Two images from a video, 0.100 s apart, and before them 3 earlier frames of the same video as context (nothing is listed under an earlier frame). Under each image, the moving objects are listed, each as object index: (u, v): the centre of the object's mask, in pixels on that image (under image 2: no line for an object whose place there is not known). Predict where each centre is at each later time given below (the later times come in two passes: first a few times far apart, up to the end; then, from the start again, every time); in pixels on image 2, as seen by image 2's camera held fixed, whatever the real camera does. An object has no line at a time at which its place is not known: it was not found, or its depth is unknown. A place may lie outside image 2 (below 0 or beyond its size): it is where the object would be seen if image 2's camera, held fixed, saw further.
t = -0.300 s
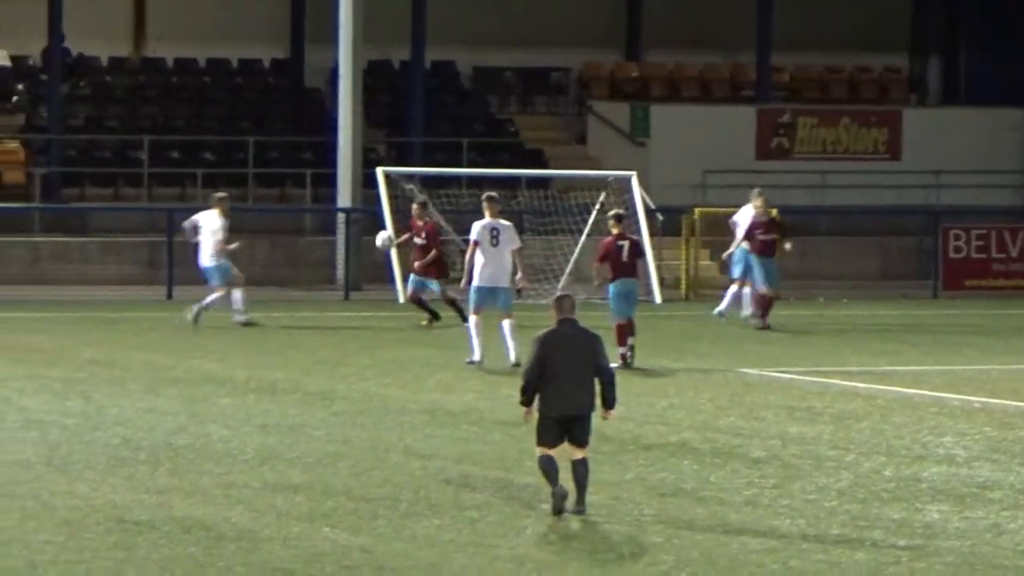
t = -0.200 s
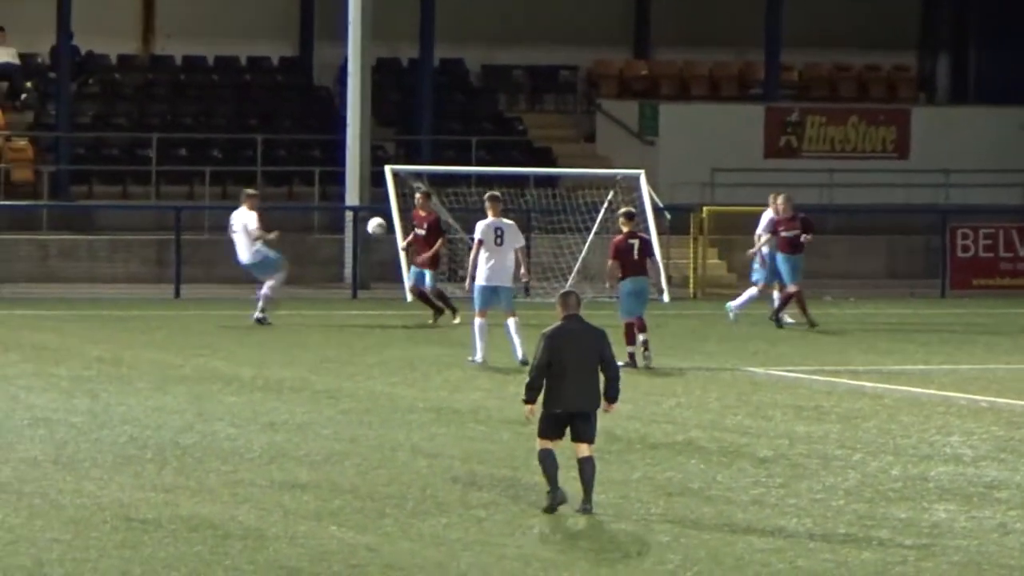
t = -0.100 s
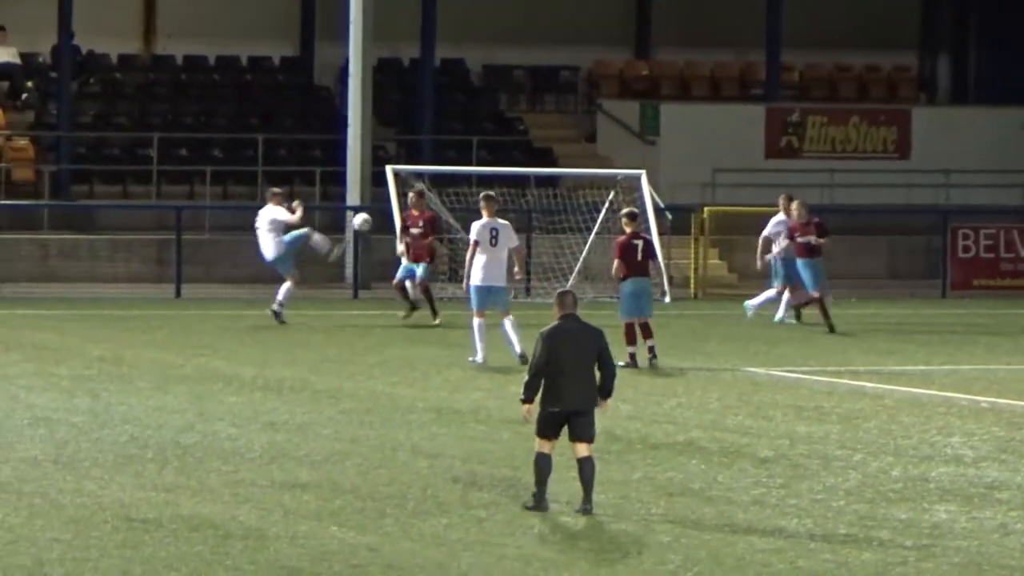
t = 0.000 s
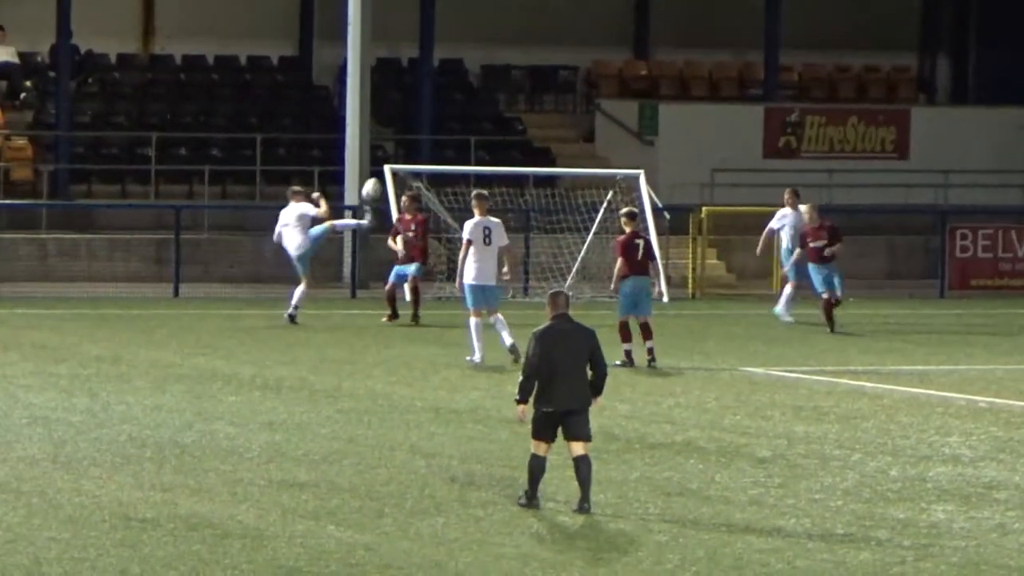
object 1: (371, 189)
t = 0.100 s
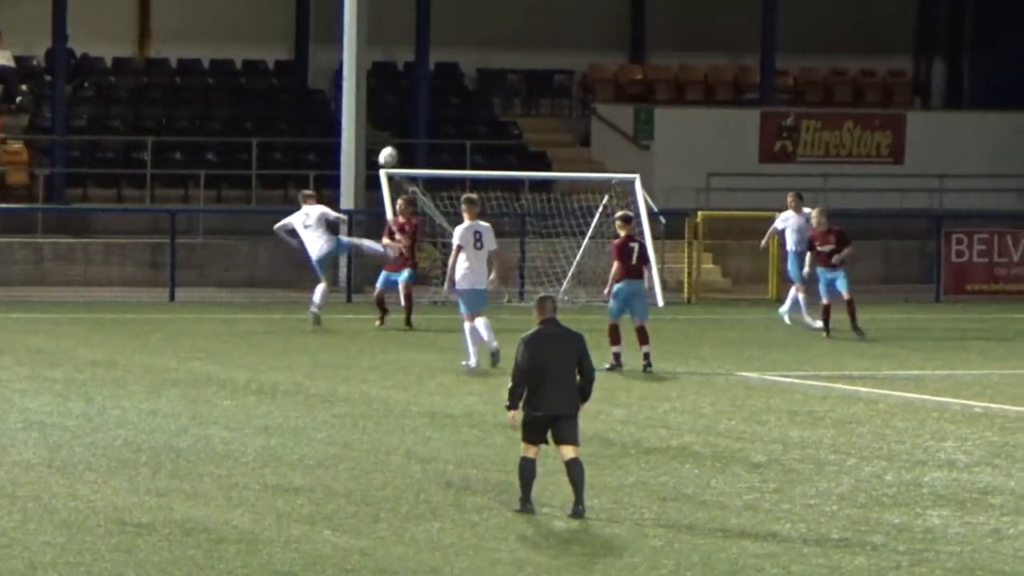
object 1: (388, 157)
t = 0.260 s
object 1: (421, 115)
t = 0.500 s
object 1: (471, 93)
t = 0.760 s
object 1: (523, 122)
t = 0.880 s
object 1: (548, 155)
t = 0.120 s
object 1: (392, 151)
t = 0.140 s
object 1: (396, 145)
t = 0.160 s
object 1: (400, 139)
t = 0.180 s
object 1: (404, 134)
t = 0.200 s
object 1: (409, 129)
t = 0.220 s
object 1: (412, 124)
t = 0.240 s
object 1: (417, 119)
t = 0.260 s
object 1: (421, 115)
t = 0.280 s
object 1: (425, 112)
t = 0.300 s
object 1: (429, 109)
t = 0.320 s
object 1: (433, 105)
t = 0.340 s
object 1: (437, 103)
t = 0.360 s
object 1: (442, 100)
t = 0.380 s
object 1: (446, 98)
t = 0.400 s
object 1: (450, 96)
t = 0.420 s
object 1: (454, 95)
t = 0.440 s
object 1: (458, 94)
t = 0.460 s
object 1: (462, 93)
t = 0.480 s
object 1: (466, 93)
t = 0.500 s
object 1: (471, 93)
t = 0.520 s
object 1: (475, 93)
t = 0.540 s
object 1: (479, 94)
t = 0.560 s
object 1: (483, 95)
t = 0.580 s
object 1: (487, 96)
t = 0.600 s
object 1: (491, 97)
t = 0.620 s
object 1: (495, 100)
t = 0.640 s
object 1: (499, 102)
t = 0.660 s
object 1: (503, 104)
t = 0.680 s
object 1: (507, 107)
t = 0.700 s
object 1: (511, 110)
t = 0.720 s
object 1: (515, 114)
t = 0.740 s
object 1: (519, 118)
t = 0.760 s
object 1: (523, 122)
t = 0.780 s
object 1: (527, 126)
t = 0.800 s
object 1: (531, 131)
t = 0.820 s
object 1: (535, 136)
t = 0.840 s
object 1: (539, 142)
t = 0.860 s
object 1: (544, 149)
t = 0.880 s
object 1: (548, 155)
